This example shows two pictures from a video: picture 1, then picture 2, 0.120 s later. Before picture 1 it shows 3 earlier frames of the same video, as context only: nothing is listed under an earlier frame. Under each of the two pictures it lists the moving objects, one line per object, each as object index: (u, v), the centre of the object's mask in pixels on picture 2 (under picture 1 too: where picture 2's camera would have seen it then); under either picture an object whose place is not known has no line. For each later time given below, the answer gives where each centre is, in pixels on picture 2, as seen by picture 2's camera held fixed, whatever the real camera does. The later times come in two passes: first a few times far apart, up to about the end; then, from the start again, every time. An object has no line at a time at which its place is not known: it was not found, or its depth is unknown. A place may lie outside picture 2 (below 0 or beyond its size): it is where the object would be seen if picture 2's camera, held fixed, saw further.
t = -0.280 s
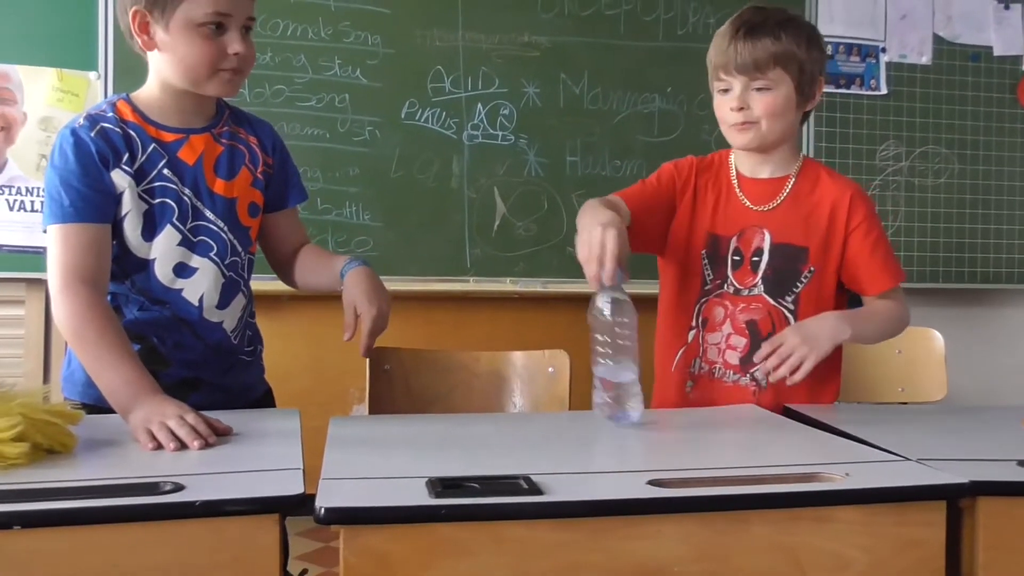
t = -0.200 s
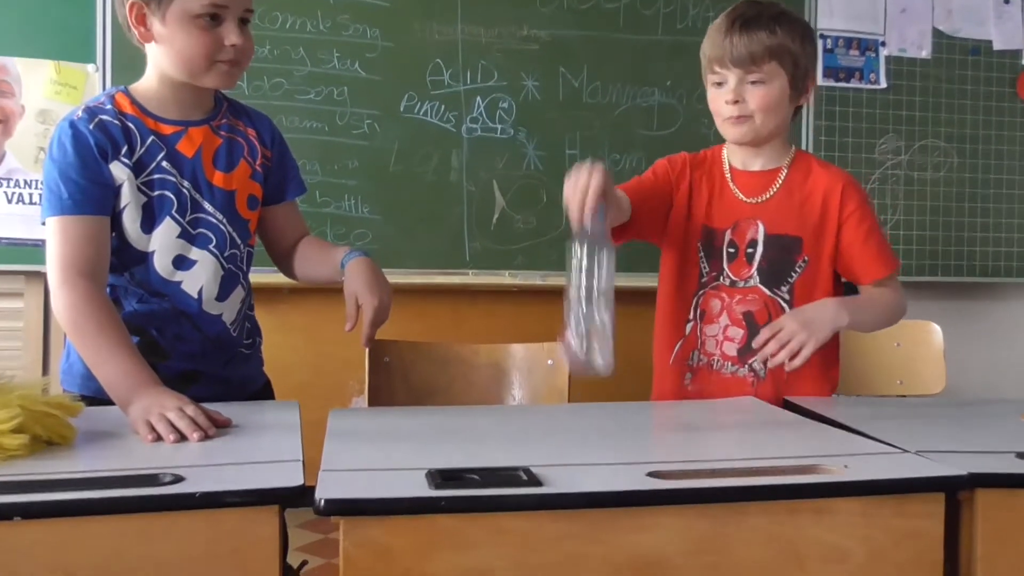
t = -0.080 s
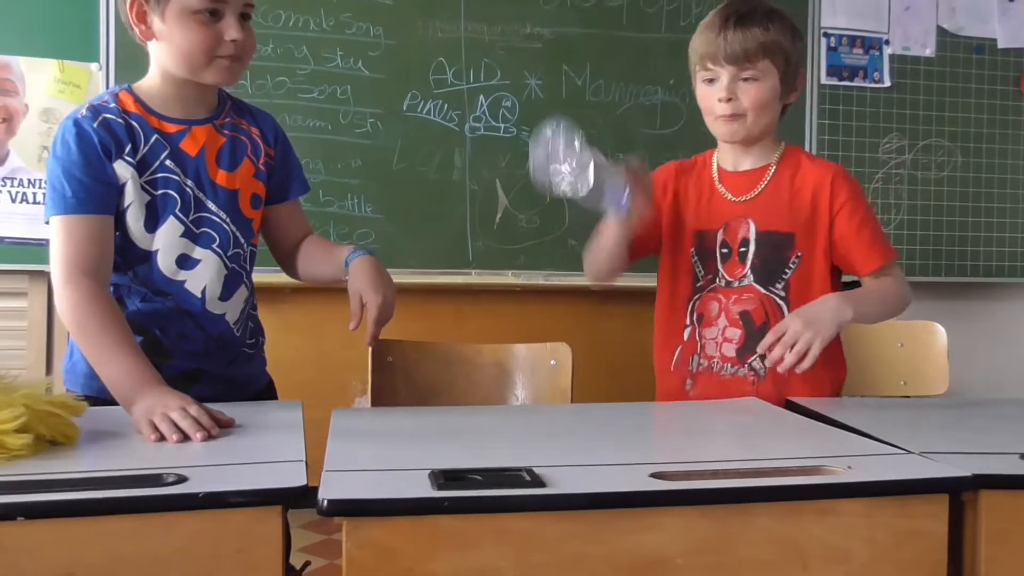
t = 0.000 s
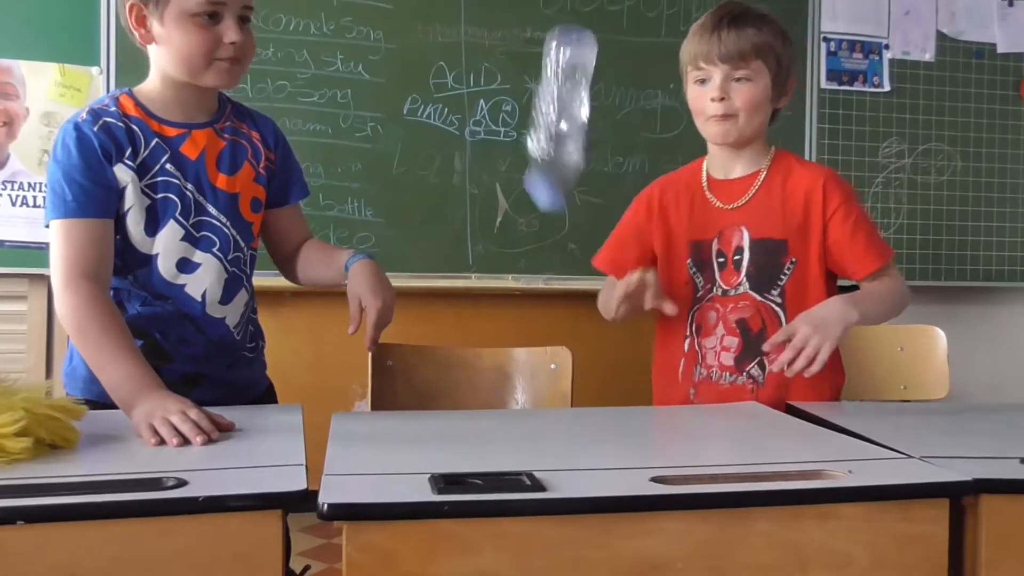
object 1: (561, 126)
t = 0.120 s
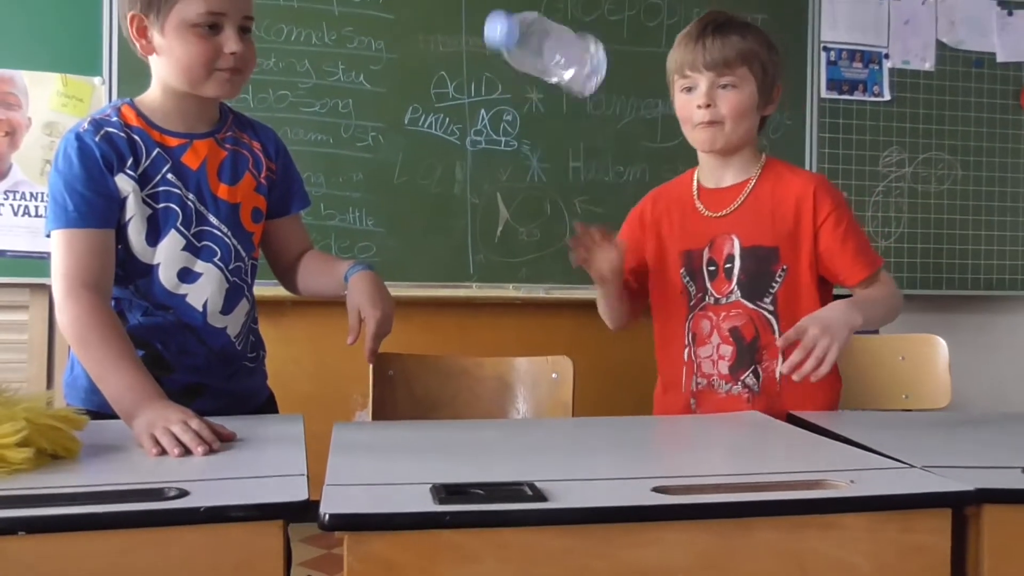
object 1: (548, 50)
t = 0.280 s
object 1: (546, 181)
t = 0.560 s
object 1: (556, 417)
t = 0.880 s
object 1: (535, 414)
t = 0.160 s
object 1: (549, 62)
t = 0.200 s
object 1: (547, 86)
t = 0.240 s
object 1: (546, 124)
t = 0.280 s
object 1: (546, 181)
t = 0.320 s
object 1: (546, 253)
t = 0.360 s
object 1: (545, 343)
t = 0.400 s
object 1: (549, 375)
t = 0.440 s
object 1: (552, 380)
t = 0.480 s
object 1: (556, 391)
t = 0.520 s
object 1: (557, 411)
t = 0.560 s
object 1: (556, 417)
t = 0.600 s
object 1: (556, 417)
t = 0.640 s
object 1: (555, 417)
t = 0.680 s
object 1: (552, 417)
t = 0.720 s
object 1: (549, 416)
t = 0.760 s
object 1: (545, 416)
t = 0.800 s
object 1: (541, 415)
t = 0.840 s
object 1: (538, 415)
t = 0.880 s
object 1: (535, 414)
